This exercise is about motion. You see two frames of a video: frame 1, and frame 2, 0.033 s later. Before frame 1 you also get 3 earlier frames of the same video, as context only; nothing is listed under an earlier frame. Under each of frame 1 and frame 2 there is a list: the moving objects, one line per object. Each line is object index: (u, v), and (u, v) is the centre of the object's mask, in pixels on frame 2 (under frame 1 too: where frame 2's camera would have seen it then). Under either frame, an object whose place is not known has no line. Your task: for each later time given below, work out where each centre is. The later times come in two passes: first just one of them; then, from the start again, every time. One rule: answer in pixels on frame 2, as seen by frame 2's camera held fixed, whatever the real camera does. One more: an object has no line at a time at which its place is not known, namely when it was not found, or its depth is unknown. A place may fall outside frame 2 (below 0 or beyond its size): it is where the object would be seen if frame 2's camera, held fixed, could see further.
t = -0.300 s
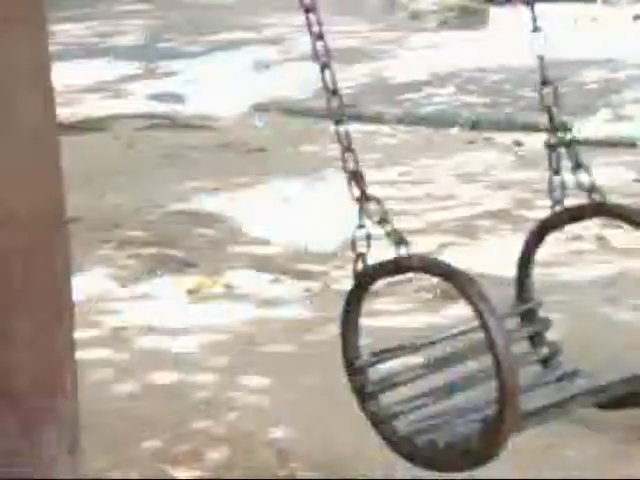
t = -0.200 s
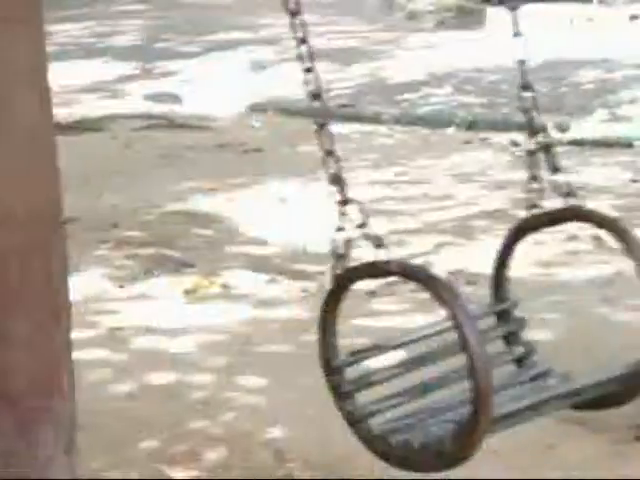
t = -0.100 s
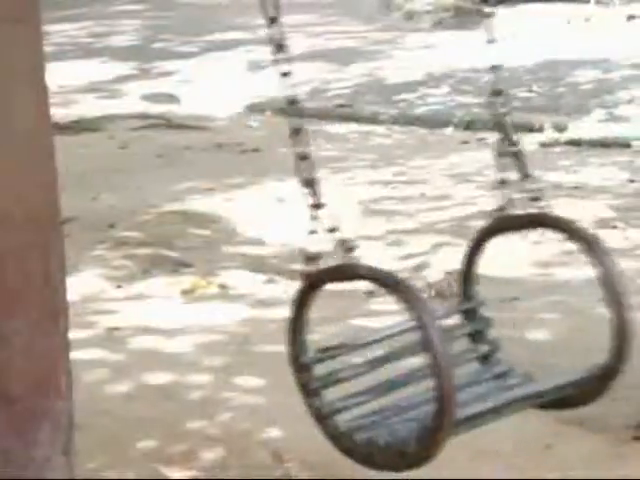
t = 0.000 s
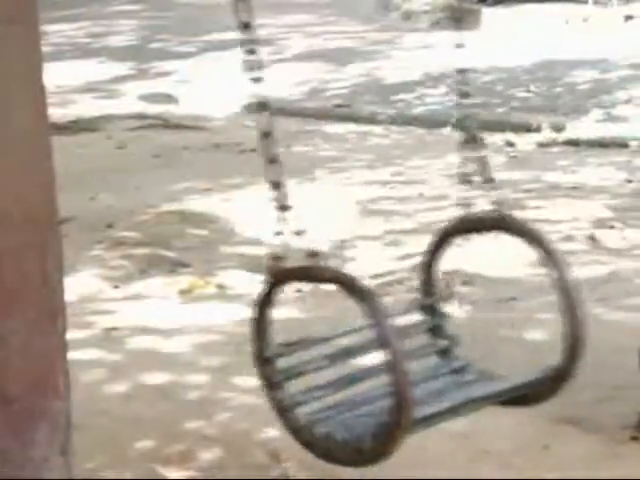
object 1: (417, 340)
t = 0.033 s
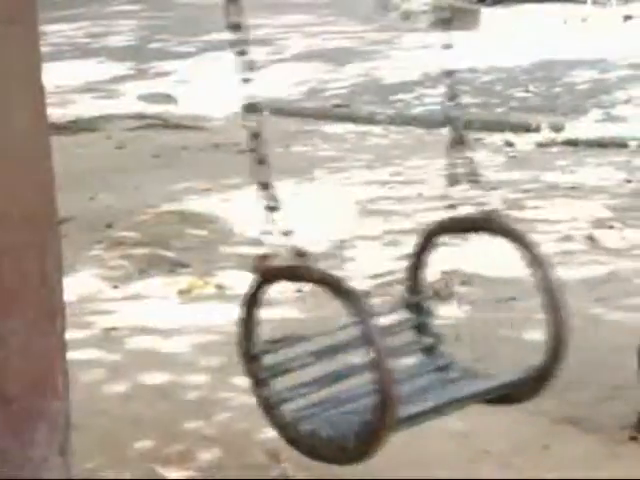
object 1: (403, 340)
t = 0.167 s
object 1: (344, 331)
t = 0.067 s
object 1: (388, 339)
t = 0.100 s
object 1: (373, 337)
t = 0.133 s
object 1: (359, 334)
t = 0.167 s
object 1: (344, 331)
